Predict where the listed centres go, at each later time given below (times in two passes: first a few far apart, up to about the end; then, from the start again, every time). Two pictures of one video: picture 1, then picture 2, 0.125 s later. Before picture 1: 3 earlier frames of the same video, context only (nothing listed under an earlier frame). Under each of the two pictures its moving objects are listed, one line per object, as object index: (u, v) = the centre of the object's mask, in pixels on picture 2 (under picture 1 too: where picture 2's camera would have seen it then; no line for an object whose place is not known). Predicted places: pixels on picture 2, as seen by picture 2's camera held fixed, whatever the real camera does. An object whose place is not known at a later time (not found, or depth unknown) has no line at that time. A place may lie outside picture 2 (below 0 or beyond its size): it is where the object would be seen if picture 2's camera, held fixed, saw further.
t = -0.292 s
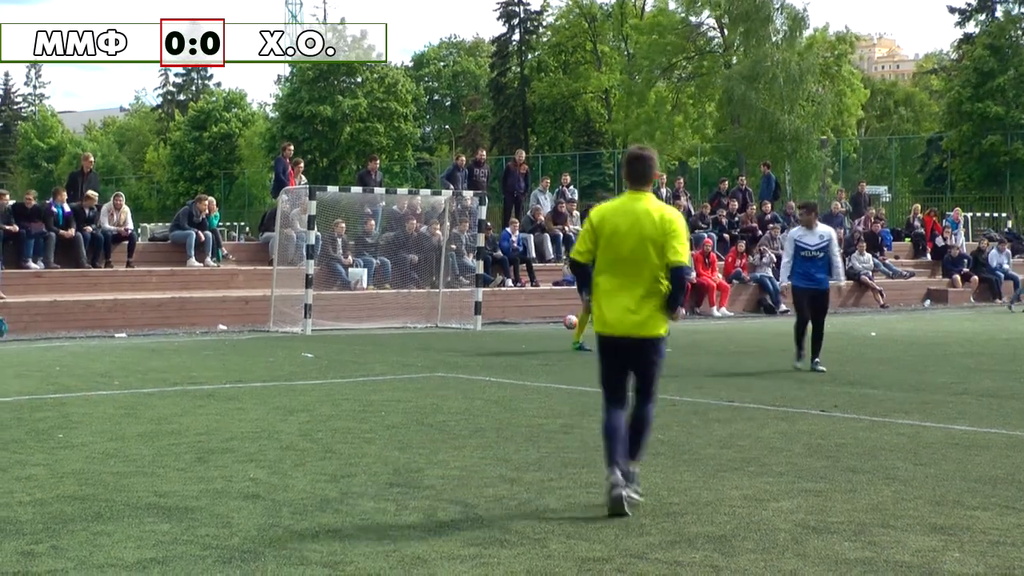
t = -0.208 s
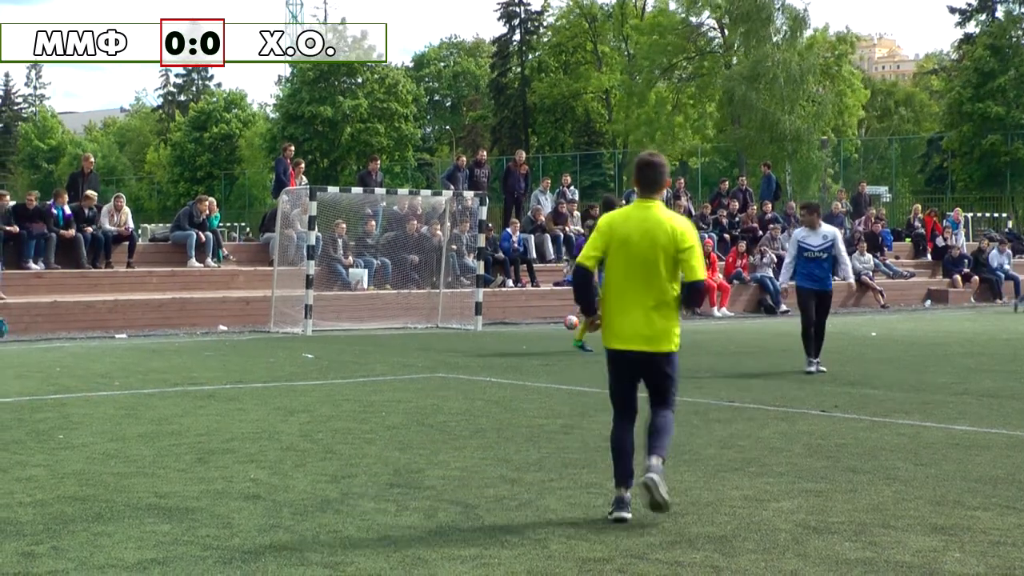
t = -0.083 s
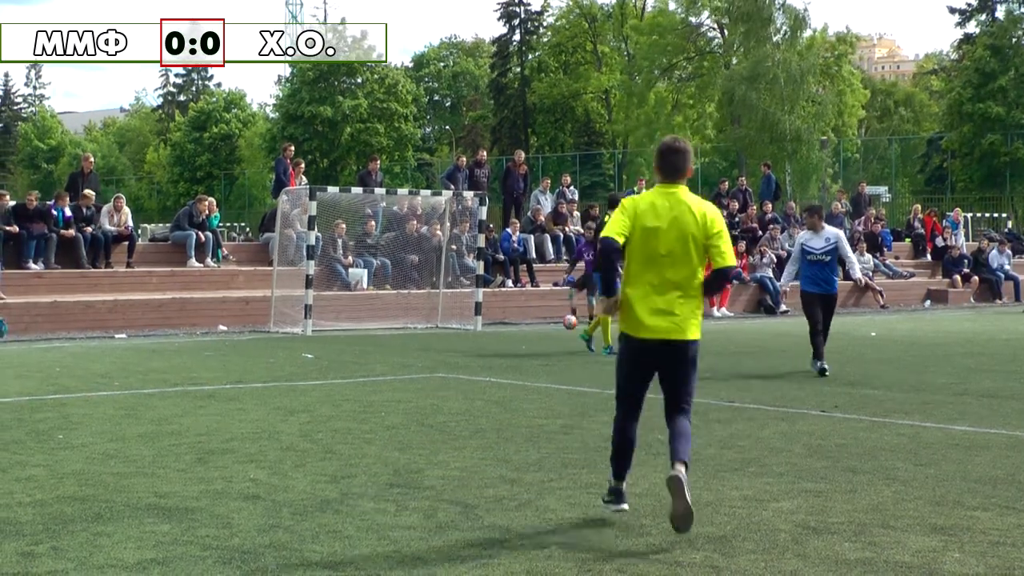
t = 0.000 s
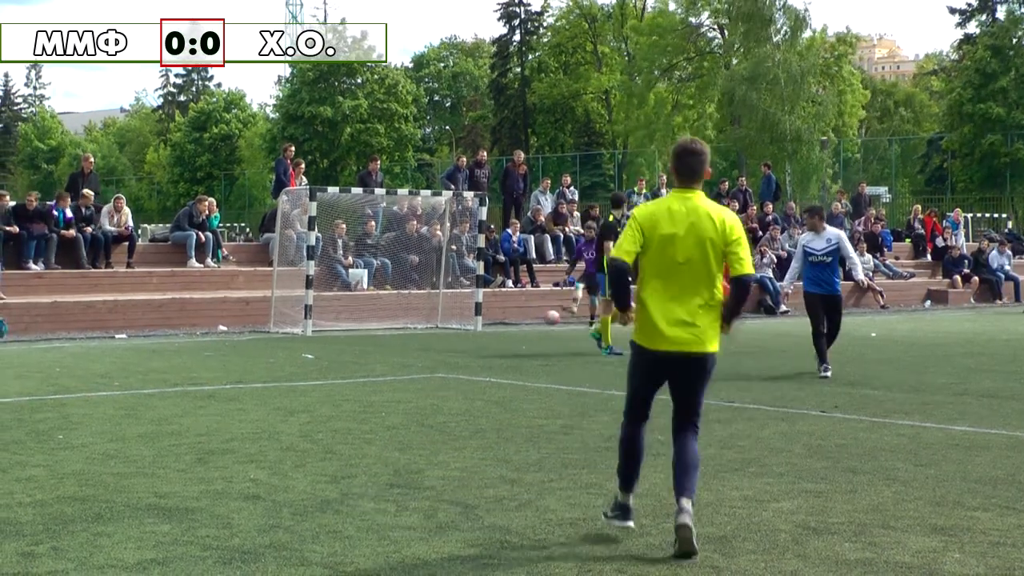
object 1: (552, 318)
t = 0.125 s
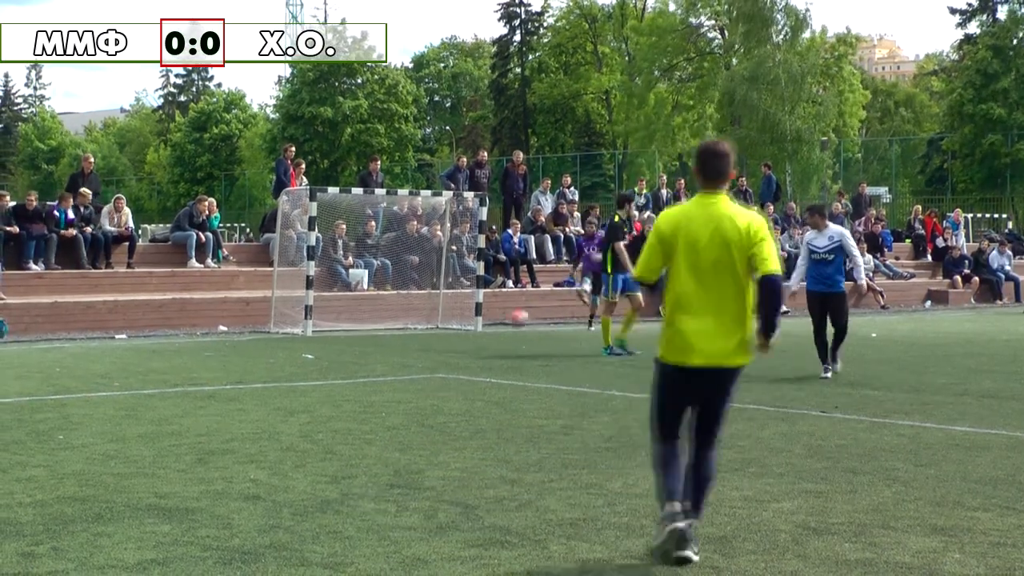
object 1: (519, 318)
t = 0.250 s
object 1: (479, 334)
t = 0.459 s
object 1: (408, 350)
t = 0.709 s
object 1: (303, 369)
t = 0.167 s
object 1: (507, 322)
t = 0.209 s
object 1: (494, 327)
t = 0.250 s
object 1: (479, 334)
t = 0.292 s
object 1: (464, 343)
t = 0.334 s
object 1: (452, 342)
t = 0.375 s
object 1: (439, 343)
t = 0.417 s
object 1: (423, 347)
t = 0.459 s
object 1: (408, 350)
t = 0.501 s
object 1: (392, 357)
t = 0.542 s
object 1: (375, 362)
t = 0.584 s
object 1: (359, 360)
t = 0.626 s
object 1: (341, 361)
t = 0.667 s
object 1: (322, 363)
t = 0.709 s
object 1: (303, 369)
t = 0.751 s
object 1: (282, 379)
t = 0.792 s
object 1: (262, 385)
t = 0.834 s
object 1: (247, 383)
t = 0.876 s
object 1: (228, 384)
